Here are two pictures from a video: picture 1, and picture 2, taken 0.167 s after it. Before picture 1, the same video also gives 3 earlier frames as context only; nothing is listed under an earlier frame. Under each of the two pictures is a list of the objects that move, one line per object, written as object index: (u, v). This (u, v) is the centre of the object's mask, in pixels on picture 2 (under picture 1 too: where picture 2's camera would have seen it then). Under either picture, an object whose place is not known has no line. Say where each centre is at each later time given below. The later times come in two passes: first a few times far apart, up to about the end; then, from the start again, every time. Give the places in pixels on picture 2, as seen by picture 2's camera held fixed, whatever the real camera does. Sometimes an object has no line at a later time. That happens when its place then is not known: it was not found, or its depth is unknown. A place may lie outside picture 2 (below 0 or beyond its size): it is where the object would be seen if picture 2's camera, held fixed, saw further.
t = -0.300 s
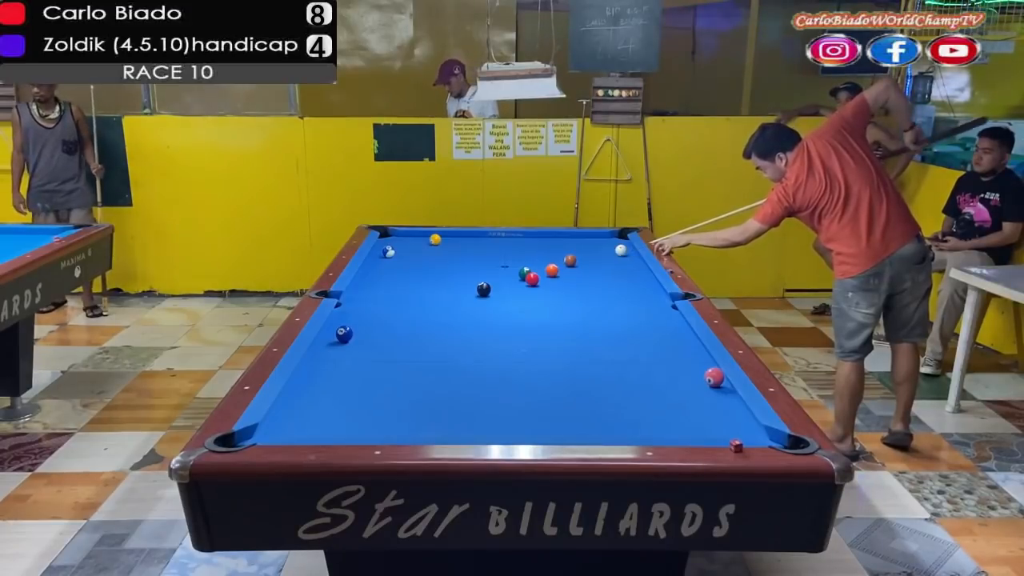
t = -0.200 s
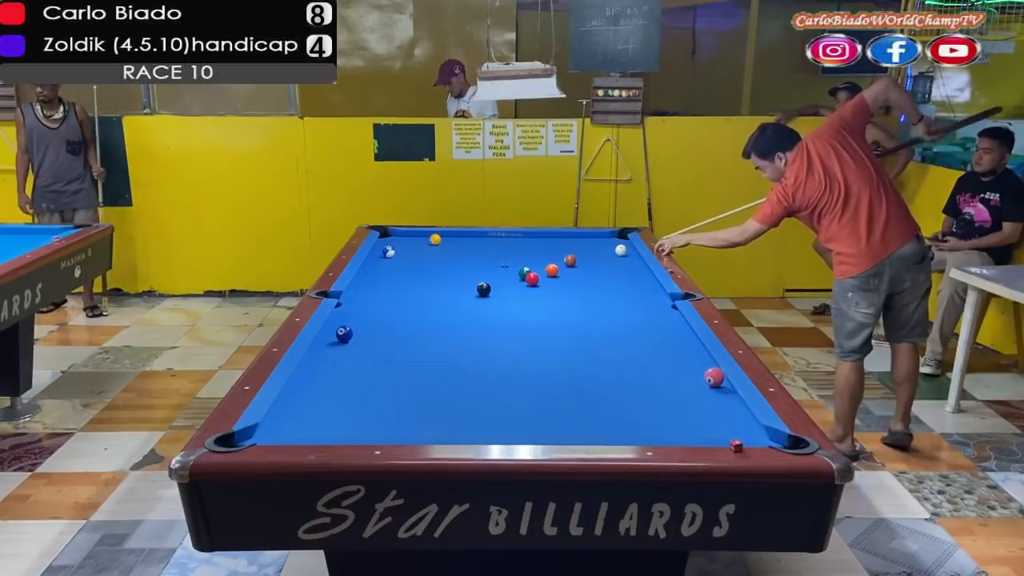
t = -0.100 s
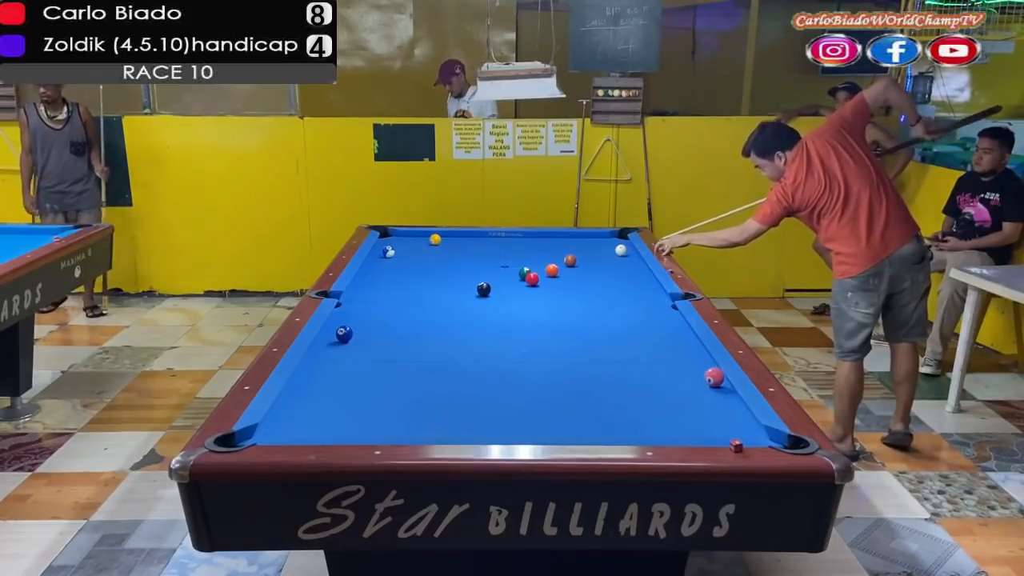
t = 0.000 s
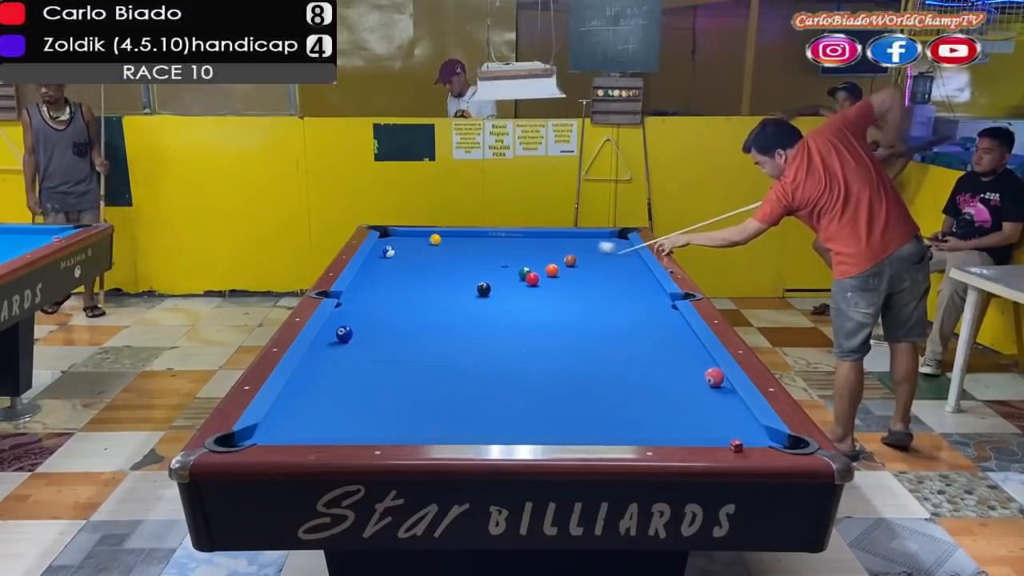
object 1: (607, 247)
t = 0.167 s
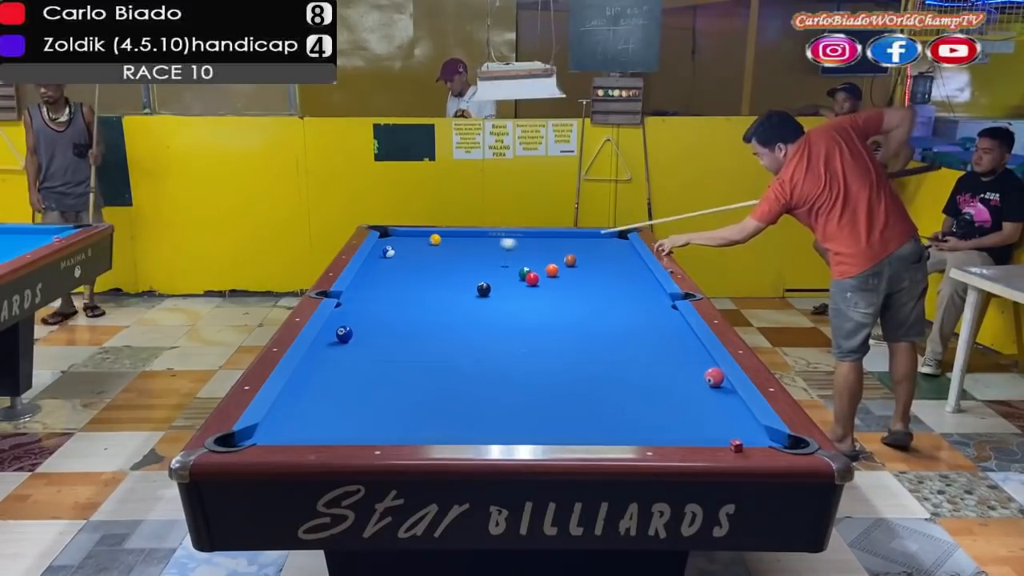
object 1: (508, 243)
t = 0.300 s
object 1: (443, 241)
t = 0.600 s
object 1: (424, 248)
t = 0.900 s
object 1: (410, 255)
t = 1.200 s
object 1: (395, 262)
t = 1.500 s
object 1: (380, 269)
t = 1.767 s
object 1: (366, 275)
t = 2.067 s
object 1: (361, 281)
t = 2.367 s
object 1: (364, 287)
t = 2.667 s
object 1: (367, 292)
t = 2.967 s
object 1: (369, 297)
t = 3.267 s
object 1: (372, 302)
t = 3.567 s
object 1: (375, 306)
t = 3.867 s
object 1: (378, 310)
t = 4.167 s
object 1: (380, 313)
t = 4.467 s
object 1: (383, 316)
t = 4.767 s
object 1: (385, 318)
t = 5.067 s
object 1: (386, 319)
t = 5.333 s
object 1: (386, 320)
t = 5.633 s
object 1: (387, 320)
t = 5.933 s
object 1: (387, 320)
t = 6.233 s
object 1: (387, 320)
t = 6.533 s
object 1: (387, 320)
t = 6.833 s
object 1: (387, 320)
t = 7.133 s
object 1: (387, 320)
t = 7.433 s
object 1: (387, 320)
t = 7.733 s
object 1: (387, 320)
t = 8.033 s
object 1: (387, 320)
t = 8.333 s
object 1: (387, 320)
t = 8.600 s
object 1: (386, 320)
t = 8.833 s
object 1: (386, 320)
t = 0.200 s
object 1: (490, 242)
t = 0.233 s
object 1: (473, 242)
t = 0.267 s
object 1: (456, 241)
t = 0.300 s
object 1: (443, 241)
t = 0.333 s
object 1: (439, 242)
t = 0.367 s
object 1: (436, 243)
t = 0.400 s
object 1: (434, 243)
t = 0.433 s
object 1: (432, 244)
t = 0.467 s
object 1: (431, 245)
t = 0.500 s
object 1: (429, 246)
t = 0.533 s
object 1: (428, 246)
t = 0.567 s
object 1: (426, 247)
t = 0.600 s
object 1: (424, 248)
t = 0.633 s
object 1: (423, 249)
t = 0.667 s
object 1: (421, 249)
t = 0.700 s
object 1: (420, 250)
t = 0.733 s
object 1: (418, 251)
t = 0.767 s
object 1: (416, 252)
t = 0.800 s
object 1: (415, 252)
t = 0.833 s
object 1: (413, 253)
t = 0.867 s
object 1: (412, 254)
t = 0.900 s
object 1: (410, 255)
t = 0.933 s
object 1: (408, 255)
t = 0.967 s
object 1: (406, 256)
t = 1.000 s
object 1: (405, 257)
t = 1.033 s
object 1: (403, 258)
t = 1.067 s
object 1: (402, 259)
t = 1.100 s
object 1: (400, 259)
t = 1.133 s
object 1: (398, 260)
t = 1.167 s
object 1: (396, 261)
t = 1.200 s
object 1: (395, 262)
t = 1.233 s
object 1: (393, 262)
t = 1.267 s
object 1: (391, 263)
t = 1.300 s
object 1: (390, 264)
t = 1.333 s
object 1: (388, 265)
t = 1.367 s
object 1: (386, 265)
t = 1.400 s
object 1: (384, 266)
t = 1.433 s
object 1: (383, 267)
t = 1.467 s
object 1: (381, 268)
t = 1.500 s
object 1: (380, 269)
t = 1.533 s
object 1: (378, 269)
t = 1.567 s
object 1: (376, 270)
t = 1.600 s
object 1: (374, 271)
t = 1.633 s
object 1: (373, 272)
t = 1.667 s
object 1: (371, 272)
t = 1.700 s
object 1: (369, 273)
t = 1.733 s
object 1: (368, 274)
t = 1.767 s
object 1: (366, 275)
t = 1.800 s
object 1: (364, 275)
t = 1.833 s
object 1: (363, 276)
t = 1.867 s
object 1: (361, 277)
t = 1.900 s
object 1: (360, 278)
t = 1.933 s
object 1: (360, 278)
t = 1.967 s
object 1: (361, 279)
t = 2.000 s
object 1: (361, 279)
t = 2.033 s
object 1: (361, 280)
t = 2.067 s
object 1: (361, 281)
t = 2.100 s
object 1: (361, 281)
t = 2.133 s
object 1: (362, 282)
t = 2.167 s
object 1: (362, 283)
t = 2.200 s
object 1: (362, 283)
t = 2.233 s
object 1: (363, 284)
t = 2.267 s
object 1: (363, 285)
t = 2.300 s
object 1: (363, 285)
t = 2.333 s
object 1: (363, 286)
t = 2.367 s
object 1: (364, 287)
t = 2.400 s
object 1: (364, 287)
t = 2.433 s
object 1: (364, 288)
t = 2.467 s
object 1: (365, 289)
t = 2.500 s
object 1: (365, 289)
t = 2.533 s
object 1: (365, 290)
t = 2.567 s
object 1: (366, 290)
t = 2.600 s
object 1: (366, 291)
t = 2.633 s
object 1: (366, 291)
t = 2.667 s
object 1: (367, 292)
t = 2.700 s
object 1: (367, 292)
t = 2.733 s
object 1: (367, 293)
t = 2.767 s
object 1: (368, 294)
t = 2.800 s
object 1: (368, 294)
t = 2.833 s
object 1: (368, 295)
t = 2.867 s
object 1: (368, 296)
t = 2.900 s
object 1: (369, 296)
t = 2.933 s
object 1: (369, 297)
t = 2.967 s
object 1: (369, 297)
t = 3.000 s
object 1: (370, 298)
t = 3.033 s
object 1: (370, 298)
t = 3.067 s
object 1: (370, 299)
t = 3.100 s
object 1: (370, 299)
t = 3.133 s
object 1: (371, 300)
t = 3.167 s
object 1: (371, 300)
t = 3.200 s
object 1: (372, 301)
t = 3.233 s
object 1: (372, 301)
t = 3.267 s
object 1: (372, 302)
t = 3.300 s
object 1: (372, 302)
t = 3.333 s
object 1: (373, 303)
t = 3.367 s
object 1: (373, 303)
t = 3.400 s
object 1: (373, 304)
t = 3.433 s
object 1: (374, 304)
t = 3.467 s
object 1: (374, 305)
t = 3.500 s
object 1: (374, 305)
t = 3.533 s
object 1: (375, 305)
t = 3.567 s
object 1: (375, 306)
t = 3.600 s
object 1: (375, 306)
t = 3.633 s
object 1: (375, 307)
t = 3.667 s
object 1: (376, 307)
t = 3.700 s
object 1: (376, 308)
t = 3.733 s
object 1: (376, 308)
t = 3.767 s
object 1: (377, 308)
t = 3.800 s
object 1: (377, 309)
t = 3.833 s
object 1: (377, 309)
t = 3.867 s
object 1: (378, 310)
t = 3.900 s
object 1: (378, 310)
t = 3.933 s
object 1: (378, 310)
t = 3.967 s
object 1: (379, 311)
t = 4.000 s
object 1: (379, 311)
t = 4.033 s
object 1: (379, 311)
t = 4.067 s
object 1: (380, 312)
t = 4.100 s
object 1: (380, 312)
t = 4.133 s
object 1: (380, 313)
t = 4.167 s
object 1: (380, 313)
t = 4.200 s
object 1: (381, 313)
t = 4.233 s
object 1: (381, 313)
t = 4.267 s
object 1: (381, 314)
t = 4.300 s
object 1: (382, 314)
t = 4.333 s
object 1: (382, 315)
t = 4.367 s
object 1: (382, 315)
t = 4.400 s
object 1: (383, 315)
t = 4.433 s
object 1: (383, 315)
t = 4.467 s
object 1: (383, 316)
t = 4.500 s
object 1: (383, 316)
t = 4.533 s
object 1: (383, 316)
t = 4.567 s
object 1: (384, 316)
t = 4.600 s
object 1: (384, 317)
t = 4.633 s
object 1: (384, 317)
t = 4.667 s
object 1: (384, 317)
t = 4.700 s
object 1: (384, 317)
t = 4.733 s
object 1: (385, 317)
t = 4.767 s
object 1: (385, 318)
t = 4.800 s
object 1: (385, 318)
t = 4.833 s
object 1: (385, 318)
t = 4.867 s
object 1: (385, 318)
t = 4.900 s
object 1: (385, 318)
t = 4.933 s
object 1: (385, 318)
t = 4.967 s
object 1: (386, 319)
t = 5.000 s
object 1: (386, 319)
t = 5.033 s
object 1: (386, 319)
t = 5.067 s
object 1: (386, 319)
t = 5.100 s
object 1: (386, 319)
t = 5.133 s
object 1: (386, 319)
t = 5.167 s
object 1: (386, 320)
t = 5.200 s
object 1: (386, 320)
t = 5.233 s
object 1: (386, 320)
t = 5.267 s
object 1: (386, 320)
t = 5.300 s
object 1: (386, 320)
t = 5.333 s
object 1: (386, 320)
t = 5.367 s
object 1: (386, 320)
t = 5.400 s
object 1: (386, 320)
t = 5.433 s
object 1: (386, 320)
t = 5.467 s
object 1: (386, 320)
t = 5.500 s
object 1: (387, 320)
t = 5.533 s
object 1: (387, 320)
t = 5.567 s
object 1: (387, 320)
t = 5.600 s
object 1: (387, 320)
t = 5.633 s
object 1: (387, 320)
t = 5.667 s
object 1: (387, 320)
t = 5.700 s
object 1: (387, 320)
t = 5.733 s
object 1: (387, 320)
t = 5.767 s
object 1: (386, 320)
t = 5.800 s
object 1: (387, 320)
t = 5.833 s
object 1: (387, 320)
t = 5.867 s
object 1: (387, 320)
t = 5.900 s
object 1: (387, 320)
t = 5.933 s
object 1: (387, 320)
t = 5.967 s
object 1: (387, 320)
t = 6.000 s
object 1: (387, 320)
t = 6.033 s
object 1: (387, 320)
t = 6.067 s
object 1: (387, 320)
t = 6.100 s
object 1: (387, 320)
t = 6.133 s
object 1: (387, 320)
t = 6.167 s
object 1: (387, 320)
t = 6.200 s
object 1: (387, 320)
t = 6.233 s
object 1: (387, 320)
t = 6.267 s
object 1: (387, 320)
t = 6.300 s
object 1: (387, 320)
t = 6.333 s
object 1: (387, 320)
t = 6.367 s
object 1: (387, 320)
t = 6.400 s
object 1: (387, 320)
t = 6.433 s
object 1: (387, 320)
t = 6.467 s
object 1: (387, 320)
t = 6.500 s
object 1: (387, 320)
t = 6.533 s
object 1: (387, 320)
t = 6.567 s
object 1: (387, 320)
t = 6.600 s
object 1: (387, 320)
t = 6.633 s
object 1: (387, 320)
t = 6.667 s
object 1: (387, 320)
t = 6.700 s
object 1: (387, 320)
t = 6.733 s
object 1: (387, 320)
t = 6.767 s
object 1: (387, 320)
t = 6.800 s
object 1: (387, 320)
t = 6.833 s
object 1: (387, 320)
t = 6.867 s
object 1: (386, 320)
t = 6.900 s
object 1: (386, 320)
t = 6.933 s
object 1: (386, 320)
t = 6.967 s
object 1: (387, 320)
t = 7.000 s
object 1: (387, 320)
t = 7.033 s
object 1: (387, 320)
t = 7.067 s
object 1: (386, 320)
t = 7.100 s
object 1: (387, 320)
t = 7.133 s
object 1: (387, 320)
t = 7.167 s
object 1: (387, 320)
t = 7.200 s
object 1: (387, 320)
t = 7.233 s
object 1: (387, 320)
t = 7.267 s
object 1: (387, 320)
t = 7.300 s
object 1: (387, 320)
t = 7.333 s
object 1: (387, 320)
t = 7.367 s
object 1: (387, 320)
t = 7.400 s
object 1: (387, 320)
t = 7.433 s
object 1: (387, 320)
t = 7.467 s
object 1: (387, 320)
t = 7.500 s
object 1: (387, 320)
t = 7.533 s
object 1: (387, 320)
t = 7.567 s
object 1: (387, 320)
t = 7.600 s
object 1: (387, 320)
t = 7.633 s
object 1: (387, 320)
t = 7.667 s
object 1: (387, 320)
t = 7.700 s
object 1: (387, 320)
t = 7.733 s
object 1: (387, 320)
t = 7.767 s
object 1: (386, 320)
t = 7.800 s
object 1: (386, 320)
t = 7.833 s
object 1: (387, 320)
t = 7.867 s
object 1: (386, 320)
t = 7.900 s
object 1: (386, 320)
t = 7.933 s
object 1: (386, 320)
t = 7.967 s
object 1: (386, 320)
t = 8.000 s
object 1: (387, 320)
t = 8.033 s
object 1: (387, 320)
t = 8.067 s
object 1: (386, 320)
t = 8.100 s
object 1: (386, 320)
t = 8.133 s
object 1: (386, 320)
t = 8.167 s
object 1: (386, 320)
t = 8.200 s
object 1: (386, 320)
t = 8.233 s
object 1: (387, 320)
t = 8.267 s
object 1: (386, 320)
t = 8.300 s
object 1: (386, 320)
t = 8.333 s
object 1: (387, 320)
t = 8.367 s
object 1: (386, 320)
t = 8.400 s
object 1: (387, 320)
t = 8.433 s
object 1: (386, 320)
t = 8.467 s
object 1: (387, 320)
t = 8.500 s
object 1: (386, 320)
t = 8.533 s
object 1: (386, 320)
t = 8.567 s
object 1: (386, 320)
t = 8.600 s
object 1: (386, 320)
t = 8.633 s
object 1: (386, 320)
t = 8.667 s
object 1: (386, 320)
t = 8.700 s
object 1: (386, 320)
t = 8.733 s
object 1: (386, 320)
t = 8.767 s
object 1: (386, 320)
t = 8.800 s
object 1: (386, 320)
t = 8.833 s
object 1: (386, 320)
